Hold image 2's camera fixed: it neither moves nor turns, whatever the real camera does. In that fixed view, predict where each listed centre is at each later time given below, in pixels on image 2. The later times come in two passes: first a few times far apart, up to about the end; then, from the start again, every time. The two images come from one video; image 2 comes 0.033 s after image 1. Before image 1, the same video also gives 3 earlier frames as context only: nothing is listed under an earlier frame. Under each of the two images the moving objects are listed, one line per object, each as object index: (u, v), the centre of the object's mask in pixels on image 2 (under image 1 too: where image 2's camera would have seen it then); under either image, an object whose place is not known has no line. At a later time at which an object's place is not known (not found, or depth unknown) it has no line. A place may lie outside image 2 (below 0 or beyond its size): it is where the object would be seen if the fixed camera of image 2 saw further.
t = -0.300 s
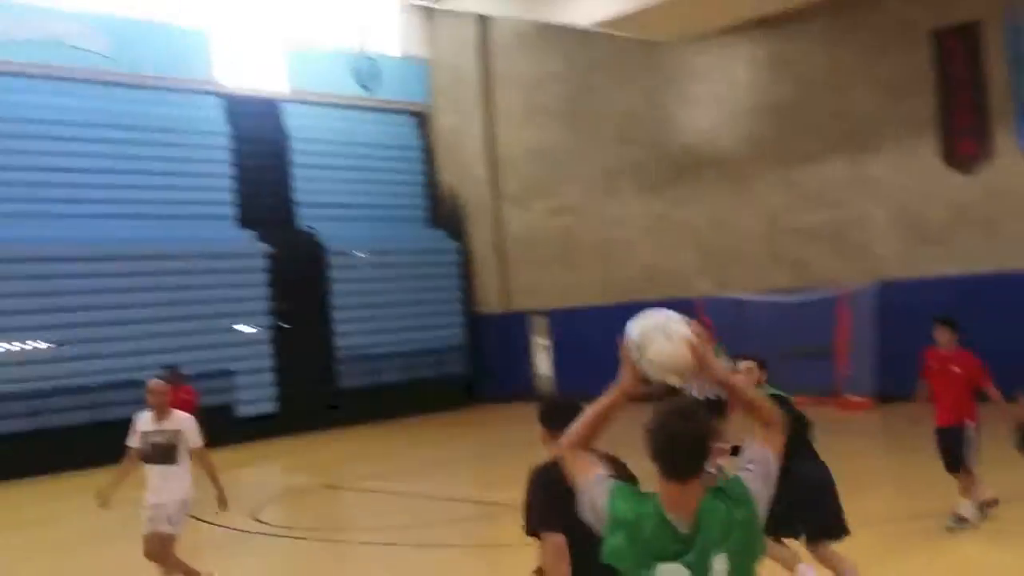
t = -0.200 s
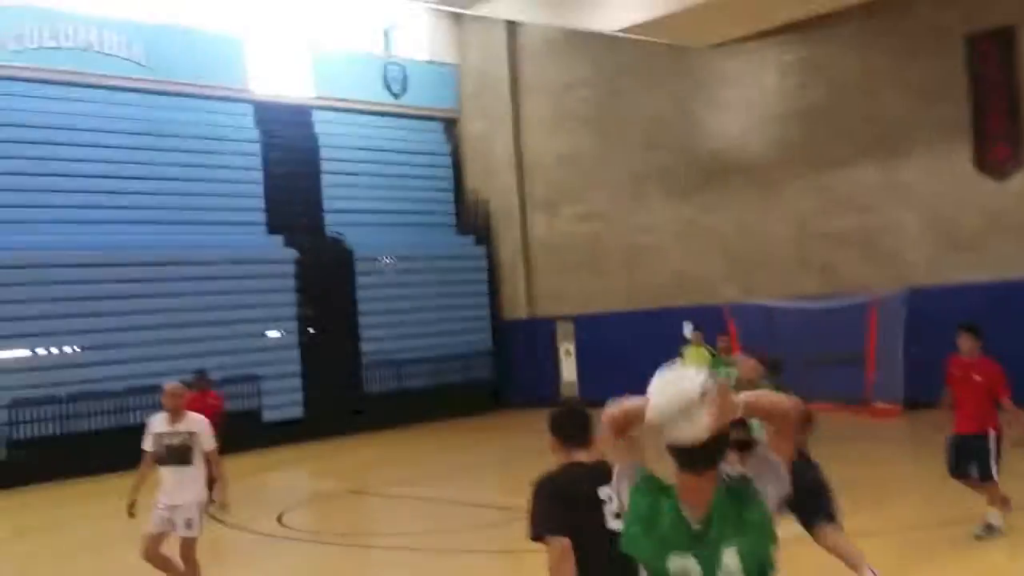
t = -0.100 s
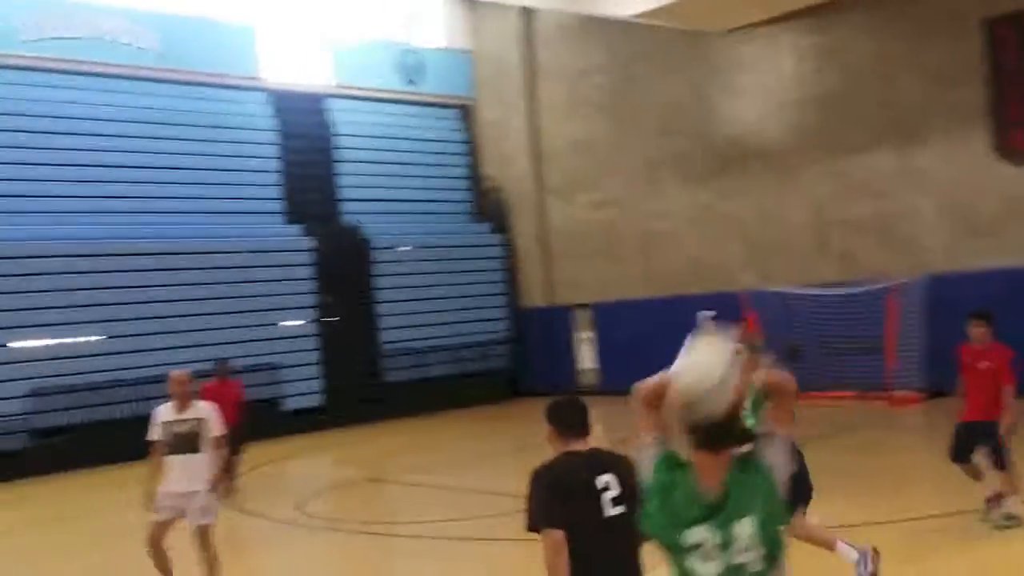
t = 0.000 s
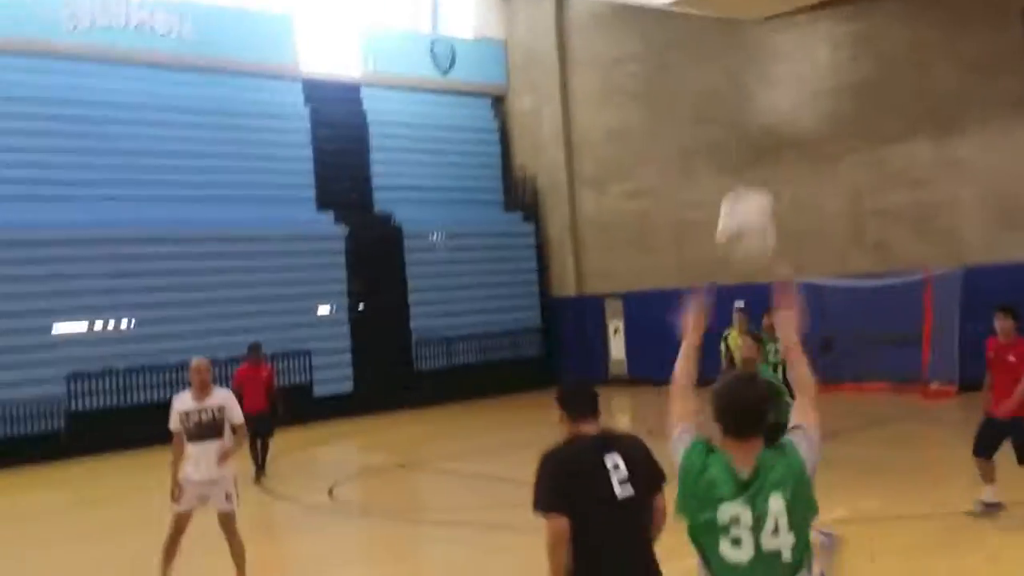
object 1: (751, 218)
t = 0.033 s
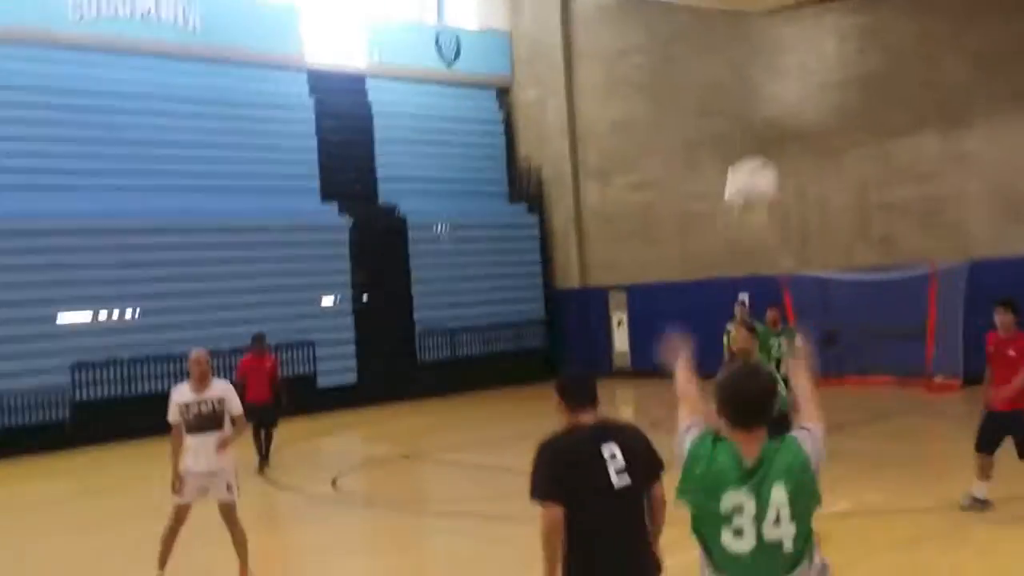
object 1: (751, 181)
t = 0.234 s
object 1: (754, 130)
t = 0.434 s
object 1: (759, 147)
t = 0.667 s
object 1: (764, 204)
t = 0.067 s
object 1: (752, 164)
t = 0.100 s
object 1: (753, 151)
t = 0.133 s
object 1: (752, 143)
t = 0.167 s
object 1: (753, 136)
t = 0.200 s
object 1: (754, 132)
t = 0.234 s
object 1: (754, 130)
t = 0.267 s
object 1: (753, 129)
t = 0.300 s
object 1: (755, 131)
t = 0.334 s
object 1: (757, 133)
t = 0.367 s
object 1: (756, 137)
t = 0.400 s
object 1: (757, 142)
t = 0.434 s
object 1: (759, 147)
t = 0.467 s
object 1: (758, 154)
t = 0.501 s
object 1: (760, 161)
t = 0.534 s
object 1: (761, 167)
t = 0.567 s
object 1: (762, 175)
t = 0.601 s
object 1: (763, 185)
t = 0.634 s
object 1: (763, 193)
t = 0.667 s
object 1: (764, 204)
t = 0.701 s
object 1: (766, 215)
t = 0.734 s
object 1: (767, 225)
